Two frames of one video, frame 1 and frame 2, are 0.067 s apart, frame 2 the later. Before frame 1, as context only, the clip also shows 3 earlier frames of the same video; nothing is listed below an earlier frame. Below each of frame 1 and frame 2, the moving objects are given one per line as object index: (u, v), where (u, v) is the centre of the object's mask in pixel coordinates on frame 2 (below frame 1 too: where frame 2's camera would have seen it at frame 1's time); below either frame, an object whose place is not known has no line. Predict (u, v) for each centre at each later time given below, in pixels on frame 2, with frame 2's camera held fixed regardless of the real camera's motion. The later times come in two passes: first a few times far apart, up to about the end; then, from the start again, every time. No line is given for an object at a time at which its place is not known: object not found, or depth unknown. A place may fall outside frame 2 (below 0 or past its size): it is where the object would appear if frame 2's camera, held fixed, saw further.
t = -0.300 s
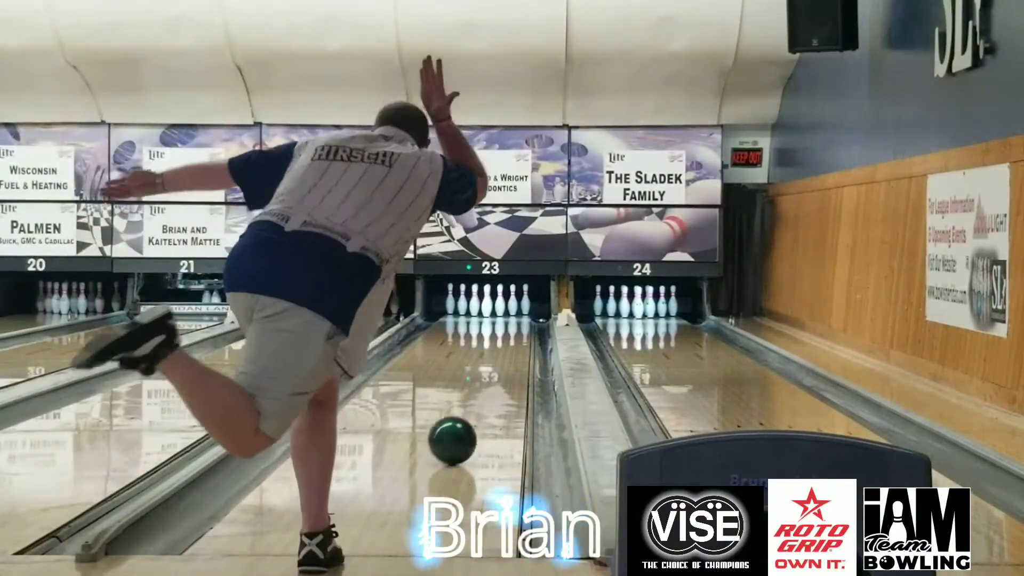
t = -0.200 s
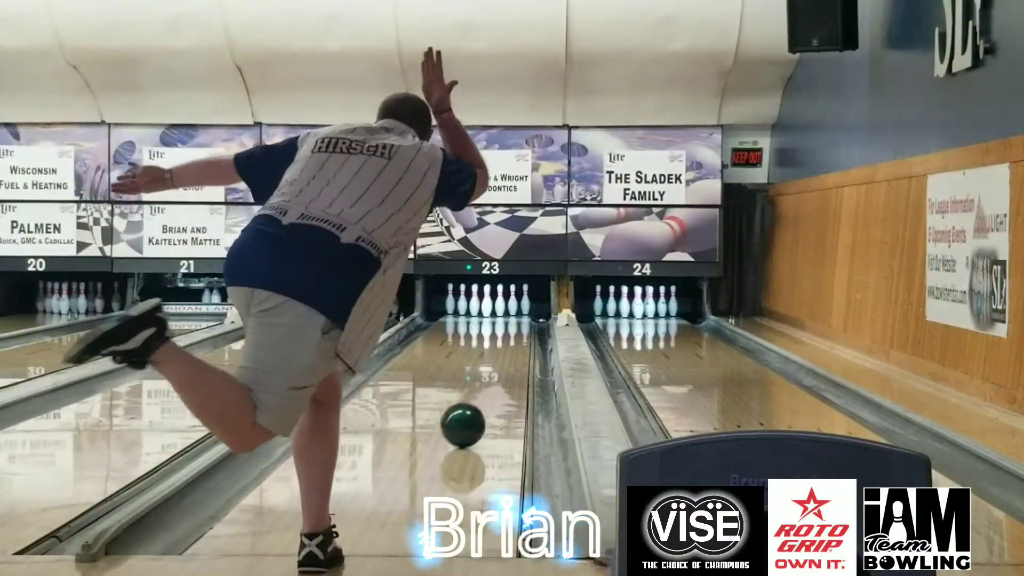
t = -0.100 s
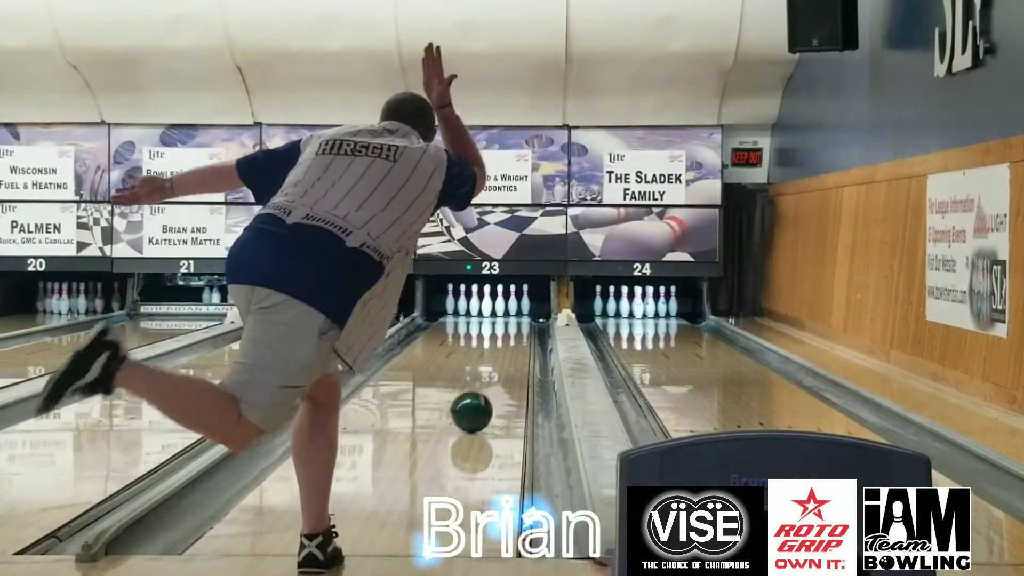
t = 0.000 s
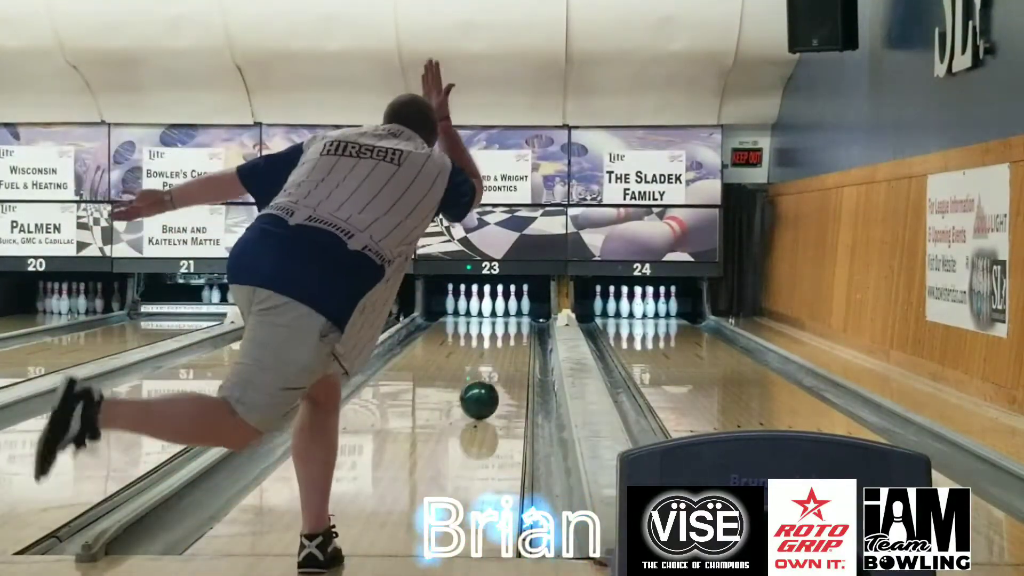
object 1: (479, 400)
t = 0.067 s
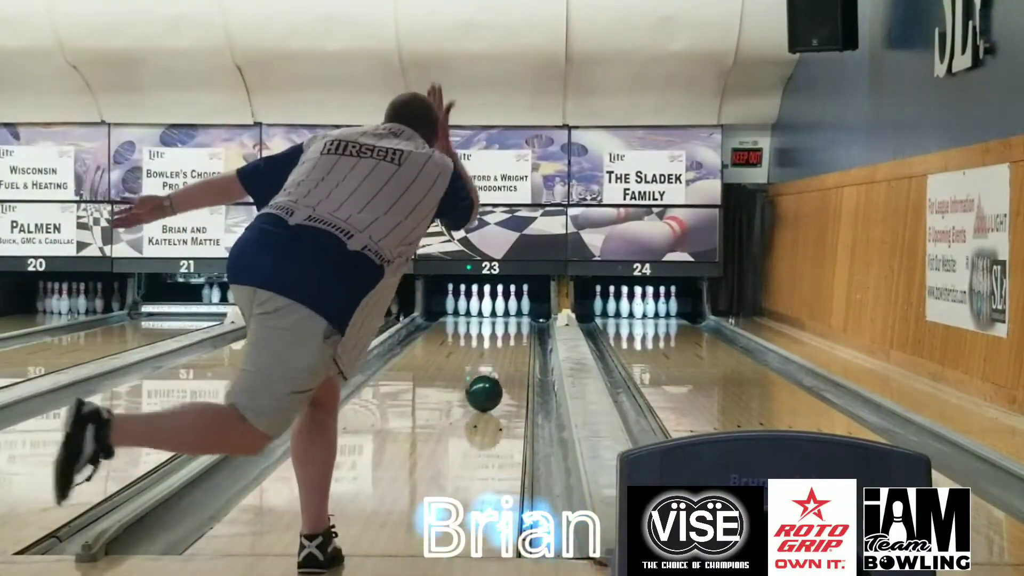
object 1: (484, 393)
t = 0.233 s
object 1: (493, 378)
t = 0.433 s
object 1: (502, 364)
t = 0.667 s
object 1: (509, 351)
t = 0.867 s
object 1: (512, 341)
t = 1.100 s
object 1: (514, 332)
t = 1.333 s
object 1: (513, 325)
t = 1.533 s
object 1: (509, 320)
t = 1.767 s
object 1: (503, 315)
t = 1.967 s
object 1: (498, 310)
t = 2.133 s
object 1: (500, 308)
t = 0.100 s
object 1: (486, 390)
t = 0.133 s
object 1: (488, 387)
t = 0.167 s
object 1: (490, 384)
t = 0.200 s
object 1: (492, 381)
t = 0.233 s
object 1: (493, 378)
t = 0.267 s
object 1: (495, 375)
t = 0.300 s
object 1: (496, 373)
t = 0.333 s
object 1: (498, 371)
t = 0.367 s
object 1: (499, 368)
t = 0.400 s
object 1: (501, 366)
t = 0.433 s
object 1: (502, 364)
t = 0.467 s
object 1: (503, 362)
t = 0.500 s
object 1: (504, 360)
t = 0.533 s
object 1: (505, 358)
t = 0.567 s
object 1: (506, 356)
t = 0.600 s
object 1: (507, 354)
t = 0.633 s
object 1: (508, 352)
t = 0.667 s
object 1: (509, 351)
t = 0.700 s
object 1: (510, 349)
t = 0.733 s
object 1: (510, 347)
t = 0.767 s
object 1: (511, 346)
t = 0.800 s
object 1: (512, 344)
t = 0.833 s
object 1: (512, 343)
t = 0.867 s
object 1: (512, 341)
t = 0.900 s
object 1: (513, 340)
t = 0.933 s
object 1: (514, 339)
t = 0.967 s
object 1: (514, 337)
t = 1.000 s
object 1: (514, 336)
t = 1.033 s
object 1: (514, 334)
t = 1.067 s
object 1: (514, 333)
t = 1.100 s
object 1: (514, 332)
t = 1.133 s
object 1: (515, 331)
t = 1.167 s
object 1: (514, 330)
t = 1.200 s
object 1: (514, 329)
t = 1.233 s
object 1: (514, 328)
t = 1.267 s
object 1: (514, 327)
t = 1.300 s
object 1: (513, 326)
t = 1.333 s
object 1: (513, 325)
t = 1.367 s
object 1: (512, 324)
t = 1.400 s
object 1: (511, 323)
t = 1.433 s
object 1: (511, 322)
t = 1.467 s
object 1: (510, 321)
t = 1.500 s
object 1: (509, 321)
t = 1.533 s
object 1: (509, 320)
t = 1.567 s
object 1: (507, 319)
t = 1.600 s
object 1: (506, 318)
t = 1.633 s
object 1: (506, 317)
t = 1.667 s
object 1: (505, 317)
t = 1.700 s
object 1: (504, 316)
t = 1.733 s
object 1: (503, 315)
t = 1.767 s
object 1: (503, 315)
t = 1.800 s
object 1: (502, 314)
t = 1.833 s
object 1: (501, 313)
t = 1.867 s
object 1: (501, 313)
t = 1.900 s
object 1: (500, 312)
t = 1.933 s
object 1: (499, 311)
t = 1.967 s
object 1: (498, 310)
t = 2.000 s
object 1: (498, 310)
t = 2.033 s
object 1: (498, 309)
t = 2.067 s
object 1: (498, 309)
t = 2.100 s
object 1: (499, 308)
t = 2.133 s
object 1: (500, 308)
